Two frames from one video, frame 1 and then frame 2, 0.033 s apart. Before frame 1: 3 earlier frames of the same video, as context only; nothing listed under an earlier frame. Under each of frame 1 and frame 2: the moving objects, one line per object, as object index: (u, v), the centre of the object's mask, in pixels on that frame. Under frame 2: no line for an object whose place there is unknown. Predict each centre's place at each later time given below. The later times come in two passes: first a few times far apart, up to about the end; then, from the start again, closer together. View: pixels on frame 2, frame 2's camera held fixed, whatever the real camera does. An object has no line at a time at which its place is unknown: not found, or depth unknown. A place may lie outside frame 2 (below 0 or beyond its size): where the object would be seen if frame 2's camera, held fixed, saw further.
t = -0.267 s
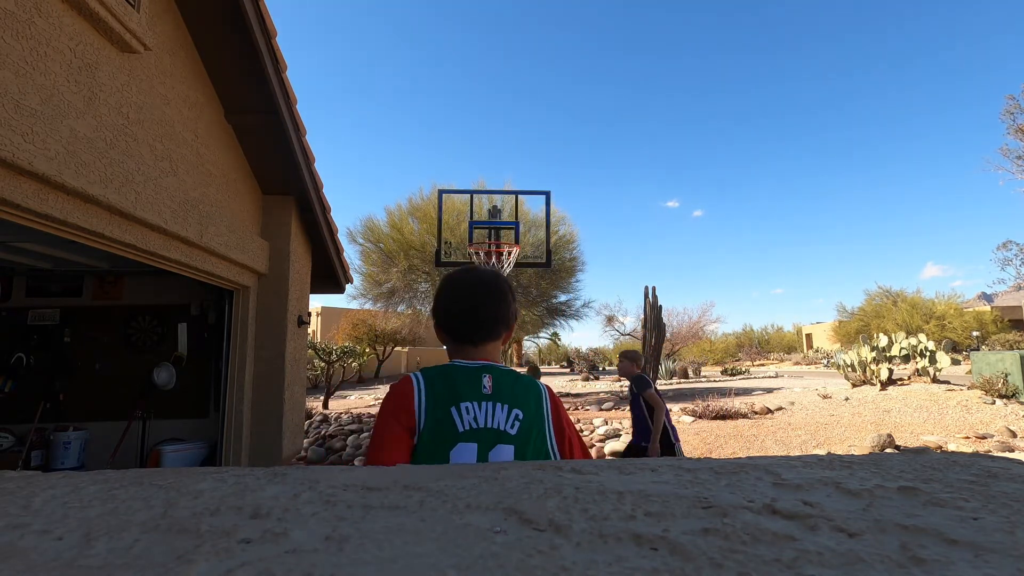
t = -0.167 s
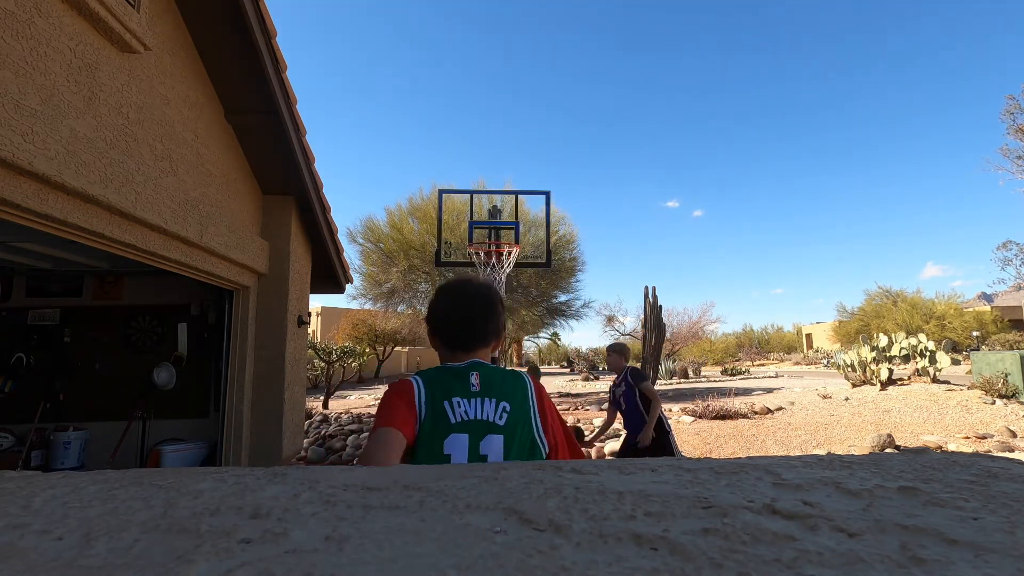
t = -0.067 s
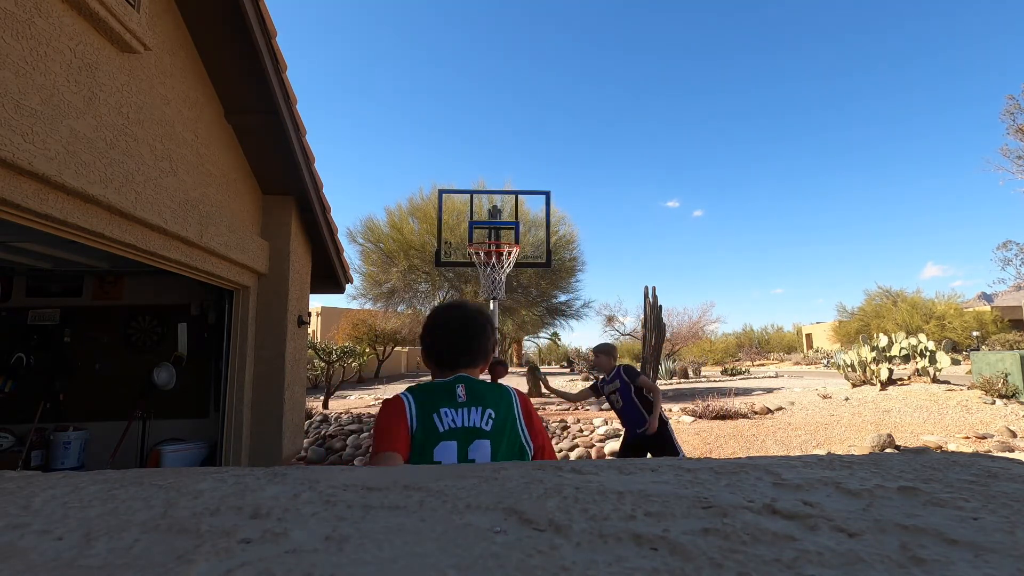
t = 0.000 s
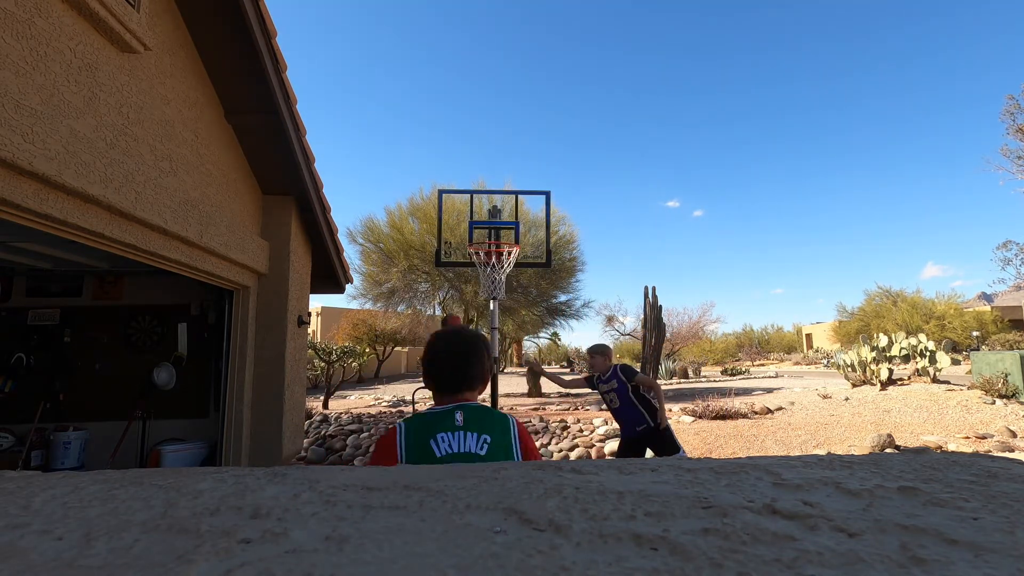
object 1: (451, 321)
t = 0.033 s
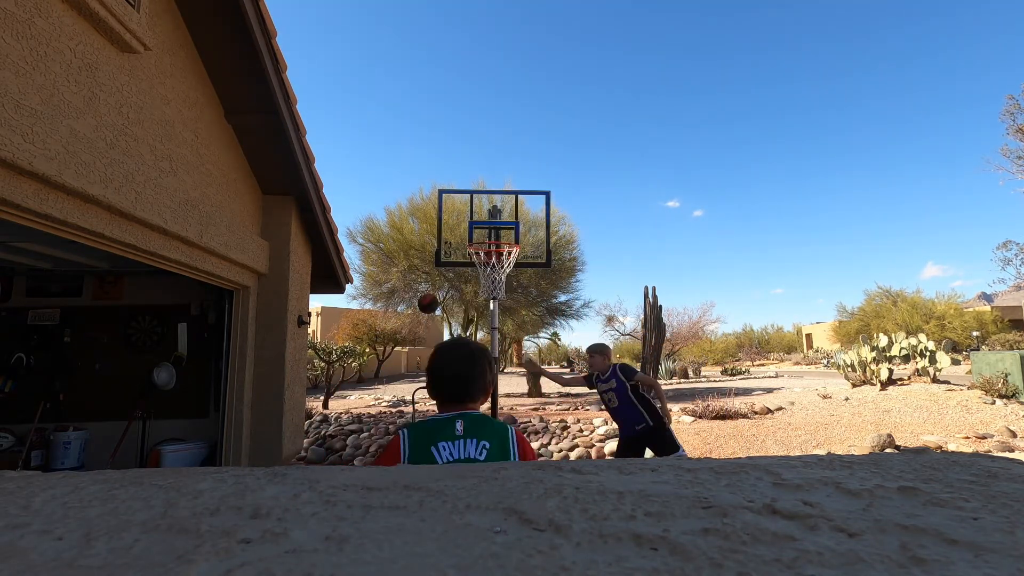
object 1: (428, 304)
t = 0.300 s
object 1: (244, 189)
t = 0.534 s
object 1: (311, 152)
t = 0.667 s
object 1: (364, 159)
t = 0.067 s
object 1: (405, 284)
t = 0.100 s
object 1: (382, 267)
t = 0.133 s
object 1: (359, 251)
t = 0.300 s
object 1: (244, 189)
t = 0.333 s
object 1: (223, 180)
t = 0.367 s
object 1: (237, 172)
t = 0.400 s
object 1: (253, 166)
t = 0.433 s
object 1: (269, 159)
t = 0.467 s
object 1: (282, 157)
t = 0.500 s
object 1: (298, 154)
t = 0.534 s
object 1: (311, 152)
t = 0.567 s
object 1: (323, 152)
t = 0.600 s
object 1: (337, 153)
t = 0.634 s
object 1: (351, 155)
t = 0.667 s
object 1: (364, 159)
